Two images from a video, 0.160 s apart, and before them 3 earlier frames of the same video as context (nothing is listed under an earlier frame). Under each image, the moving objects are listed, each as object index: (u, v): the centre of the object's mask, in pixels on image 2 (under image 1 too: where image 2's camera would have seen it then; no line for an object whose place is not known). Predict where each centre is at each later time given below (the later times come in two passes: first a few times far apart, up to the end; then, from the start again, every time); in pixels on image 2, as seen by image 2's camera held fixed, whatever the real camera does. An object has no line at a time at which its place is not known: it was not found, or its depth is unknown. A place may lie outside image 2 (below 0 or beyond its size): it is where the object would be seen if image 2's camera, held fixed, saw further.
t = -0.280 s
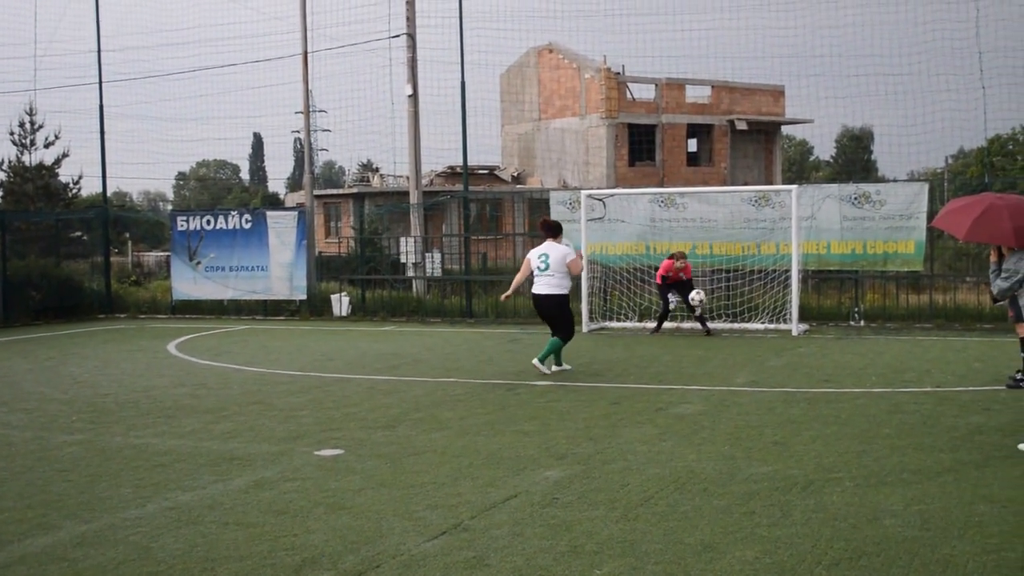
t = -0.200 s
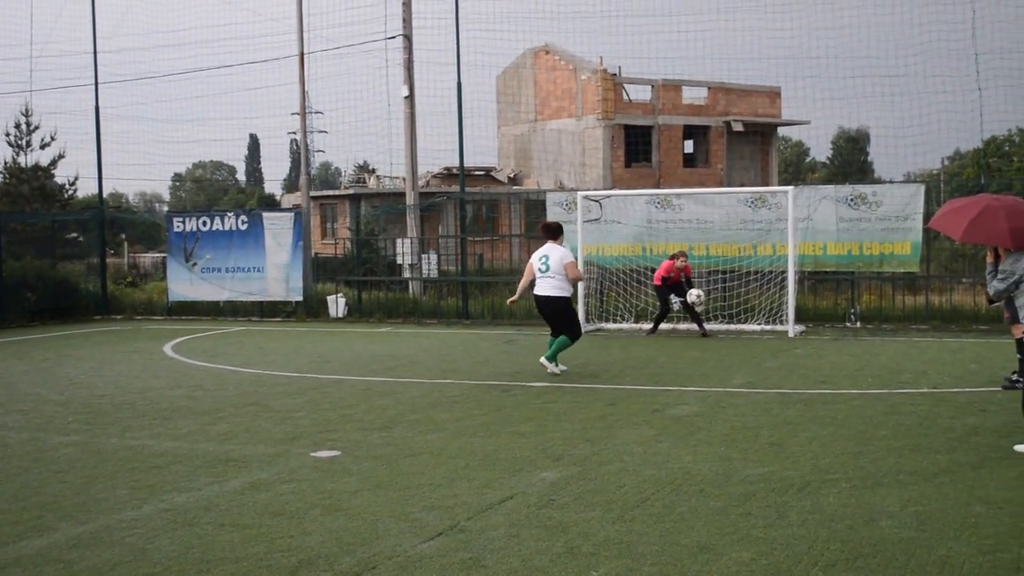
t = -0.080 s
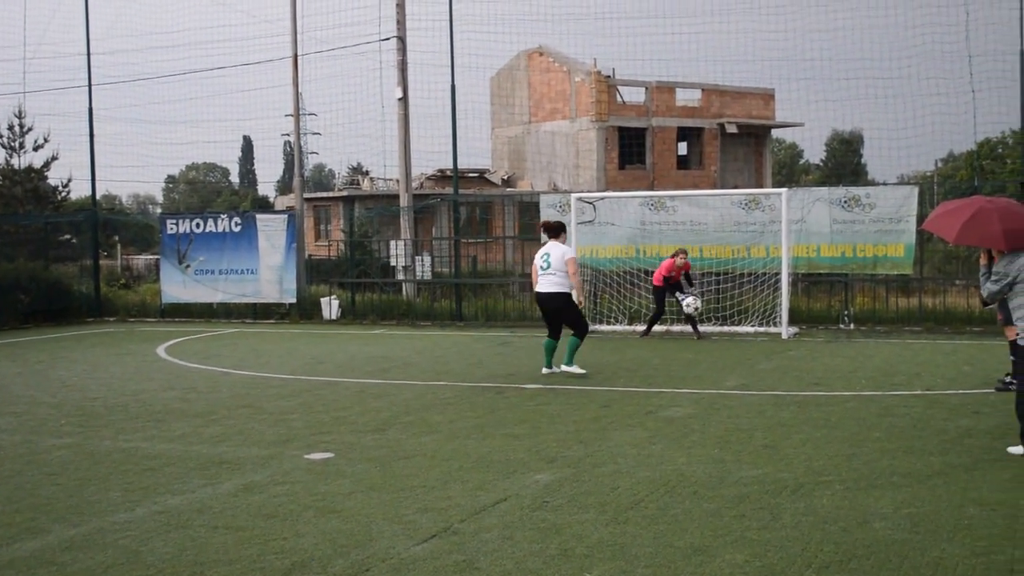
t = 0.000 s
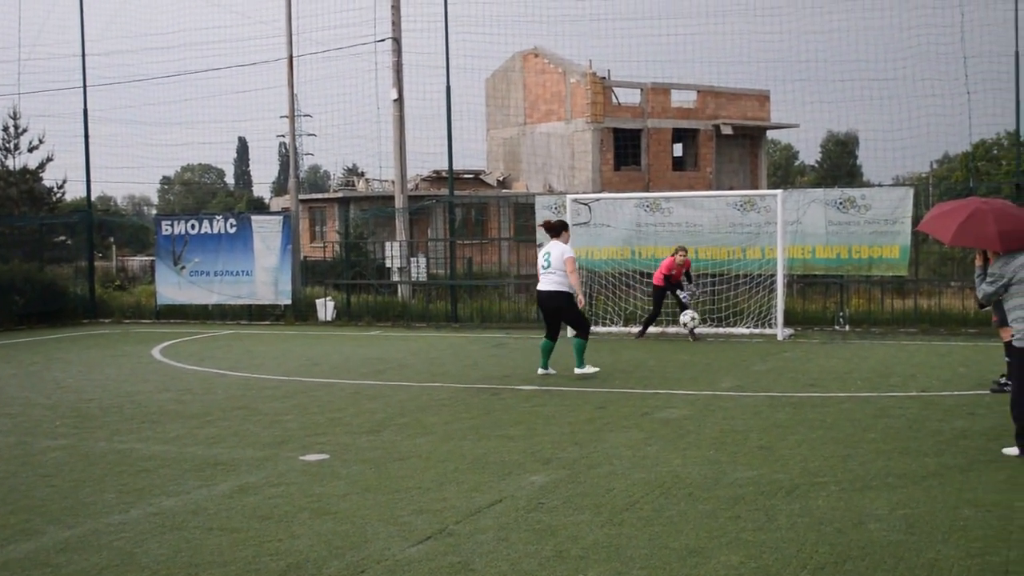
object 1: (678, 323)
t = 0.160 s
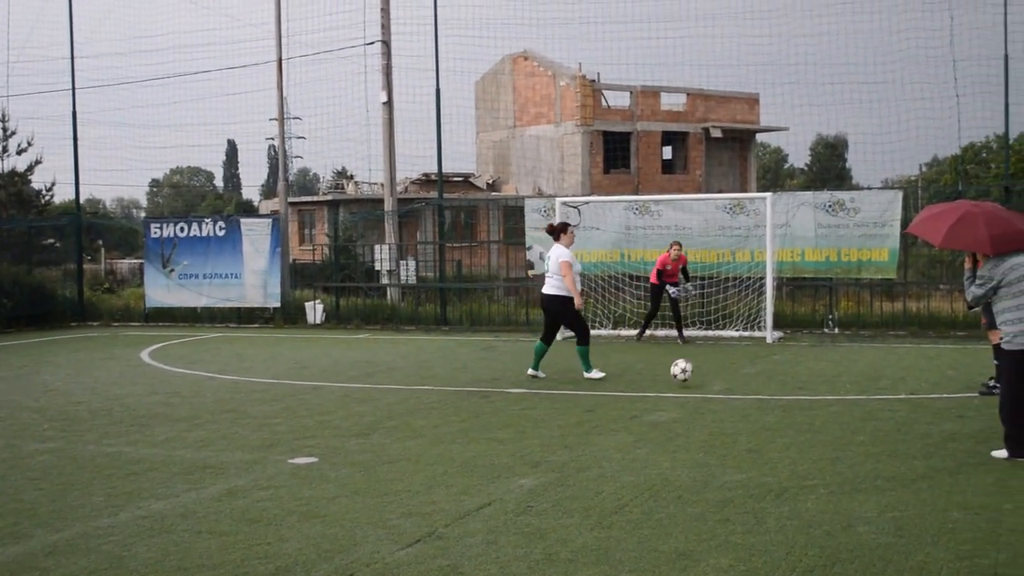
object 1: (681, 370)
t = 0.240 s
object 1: (683, 370)
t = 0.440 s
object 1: (687, 359)
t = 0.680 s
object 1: (694, 407)
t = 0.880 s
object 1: (701, 402)
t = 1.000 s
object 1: (707, 414)
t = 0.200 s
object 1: (682, 377)
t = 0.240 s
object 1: (683, 370)
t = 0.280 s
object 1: (683, 364)
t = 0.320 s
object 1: (685, 361)
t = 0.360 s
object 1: (685, 359)
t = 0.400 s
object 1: (686, 358)
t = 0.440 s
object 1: (687, 359)
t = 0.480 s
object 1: (688, 362)
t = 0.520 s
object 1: (689, 367)
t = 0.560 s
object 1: (691, 374)
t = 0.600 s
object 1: (691, 383)
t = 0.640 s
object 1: (693, 394)
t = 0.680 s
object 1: (694, 407)
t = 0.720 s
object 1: (696, 414)
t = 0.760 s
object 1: (697, 408)
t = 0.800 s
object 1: (698, 404)
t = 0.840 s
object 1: (700, 402)
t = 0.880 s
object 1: (701, 402)
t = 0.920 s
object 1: (703, 404)
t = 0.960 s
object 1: (705, 408)
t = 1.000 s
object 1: (707, 414)
